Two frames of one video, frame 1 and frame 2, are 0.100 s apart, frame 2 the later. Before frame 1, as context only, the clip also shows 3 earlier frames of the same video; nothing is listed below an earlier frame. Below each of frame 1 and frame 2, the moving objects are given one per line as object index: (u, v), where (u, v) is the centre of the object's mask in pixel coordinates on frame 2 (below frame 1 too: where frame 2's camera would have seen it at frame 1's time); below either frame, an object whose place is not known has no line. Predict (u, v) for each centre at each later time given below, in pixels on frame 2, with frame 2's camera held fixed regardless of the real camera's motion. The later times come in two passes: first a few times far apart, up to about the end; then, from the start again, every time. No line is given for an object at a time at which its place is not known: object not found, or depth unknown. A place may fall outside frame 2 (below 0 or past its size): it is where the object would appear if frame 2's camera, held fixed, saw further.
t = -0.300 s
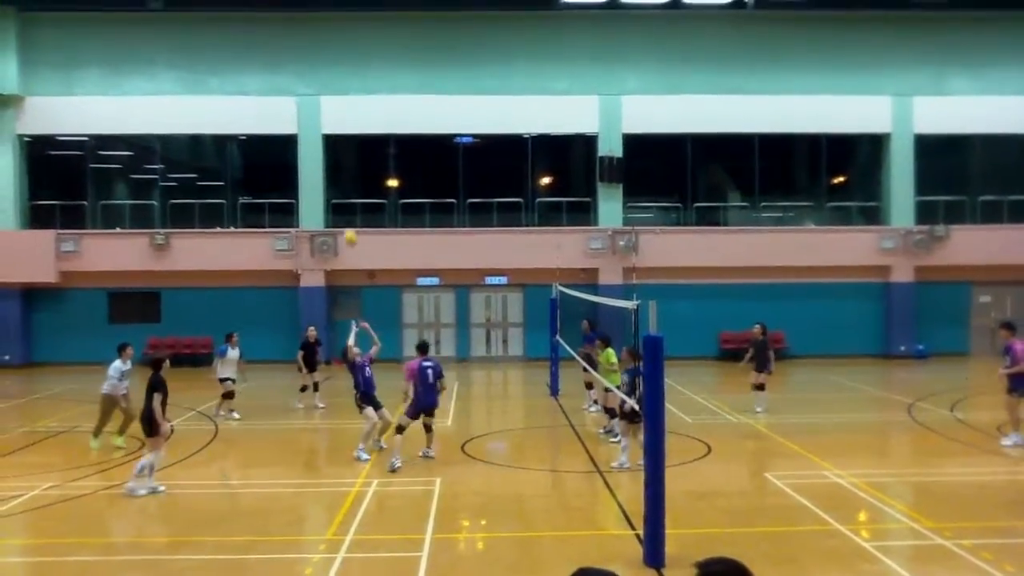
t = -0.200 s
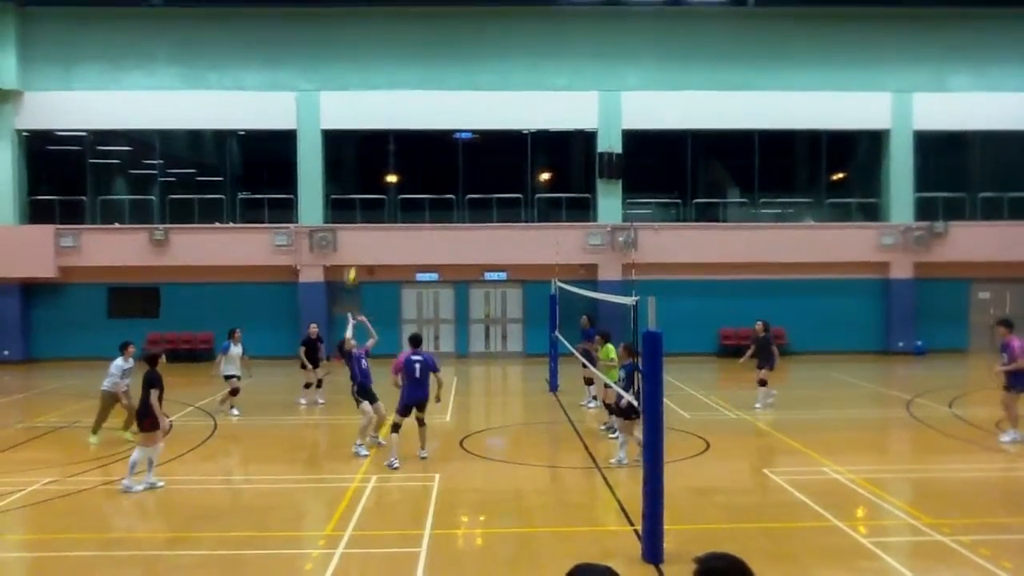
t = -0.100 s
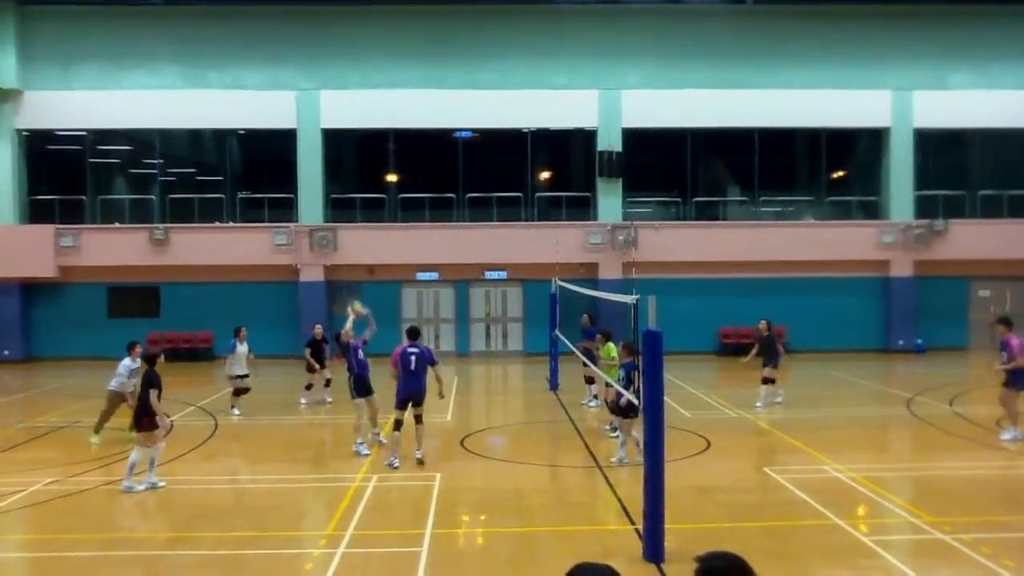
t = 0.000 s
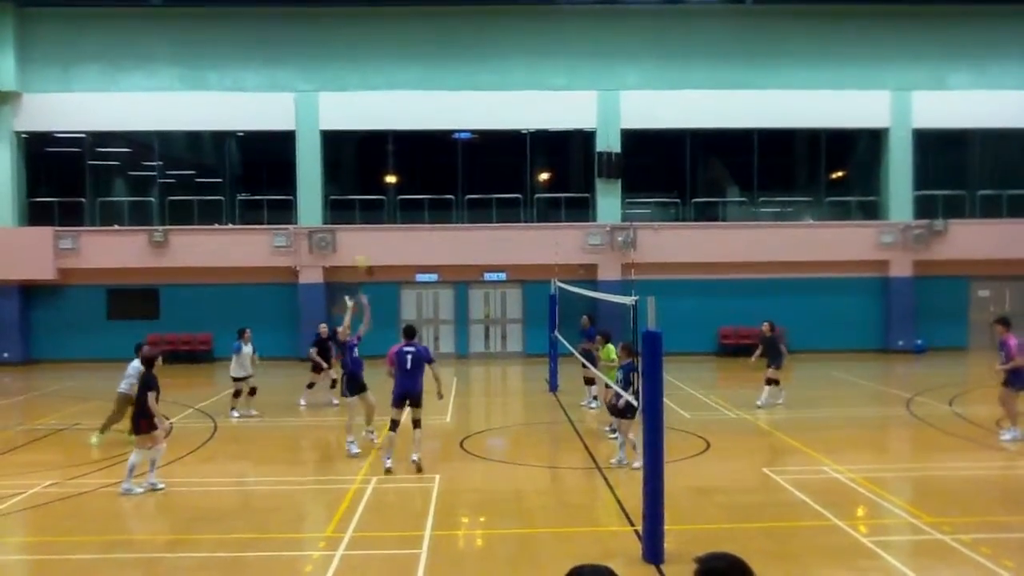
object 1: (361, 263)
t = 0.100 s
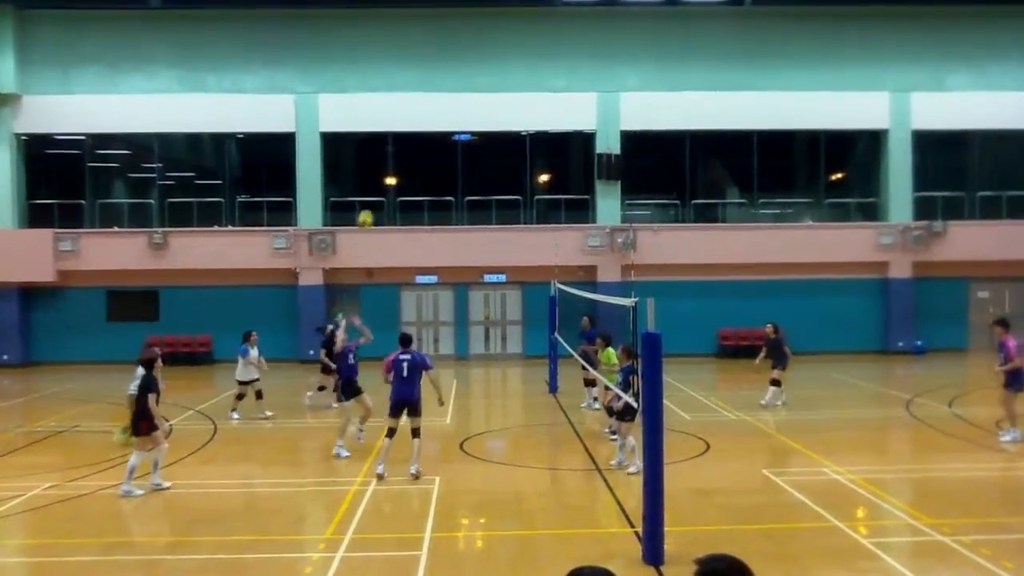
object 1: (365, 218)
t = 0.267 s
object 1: (373, 160)
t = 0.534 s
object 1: (388, 104)
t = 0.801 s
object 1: (405, 101)
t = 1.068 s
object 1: (424, 153)
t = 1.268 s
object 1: (439, 234)
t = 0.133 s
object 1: (367, 206)
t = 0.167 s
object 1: (368, 192)
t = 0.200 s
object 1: (370, 181)
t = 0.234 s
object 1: (372, 169)
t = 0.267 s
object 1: (373, 160)
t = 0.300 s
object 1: (375, 150)
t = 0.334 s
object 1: (377, 141)
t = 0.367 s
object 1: (379, 135)
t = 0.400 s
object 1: (381, 126)
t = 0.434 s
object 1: (383, 119)
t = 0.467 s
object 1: (384, 113)
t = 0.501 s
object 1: (386, 108)
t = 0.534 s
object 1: (388, 104)
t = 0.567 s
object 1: (390, 101)
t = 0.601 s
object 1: (392, 98)
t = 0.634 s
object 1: (394, 96)
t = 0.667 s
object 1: (396, 95)
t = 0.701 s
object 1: (398, 95)
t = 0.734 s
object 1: (401, 96)
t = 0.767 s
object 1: (403, 97)
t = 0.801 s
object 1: (405, 101)
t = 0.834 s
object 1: (407, 104)
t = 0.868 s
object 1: (410, 108)
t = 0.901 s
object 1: (412, 114)
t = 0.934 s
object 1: (414, 120)
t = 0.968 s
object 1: (417, 128)
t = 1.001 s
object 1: (420, 135)
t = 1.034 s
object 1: (421, 143)
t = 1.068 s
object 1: (424, 153)
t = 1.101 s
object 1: (426, 164)
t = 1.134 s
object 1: (429, 176)
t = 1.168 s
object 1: (431, 189)
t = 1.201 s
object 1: (433, 203)
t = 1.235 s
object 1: (436, 217)
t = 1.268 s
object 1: (439, 234)
